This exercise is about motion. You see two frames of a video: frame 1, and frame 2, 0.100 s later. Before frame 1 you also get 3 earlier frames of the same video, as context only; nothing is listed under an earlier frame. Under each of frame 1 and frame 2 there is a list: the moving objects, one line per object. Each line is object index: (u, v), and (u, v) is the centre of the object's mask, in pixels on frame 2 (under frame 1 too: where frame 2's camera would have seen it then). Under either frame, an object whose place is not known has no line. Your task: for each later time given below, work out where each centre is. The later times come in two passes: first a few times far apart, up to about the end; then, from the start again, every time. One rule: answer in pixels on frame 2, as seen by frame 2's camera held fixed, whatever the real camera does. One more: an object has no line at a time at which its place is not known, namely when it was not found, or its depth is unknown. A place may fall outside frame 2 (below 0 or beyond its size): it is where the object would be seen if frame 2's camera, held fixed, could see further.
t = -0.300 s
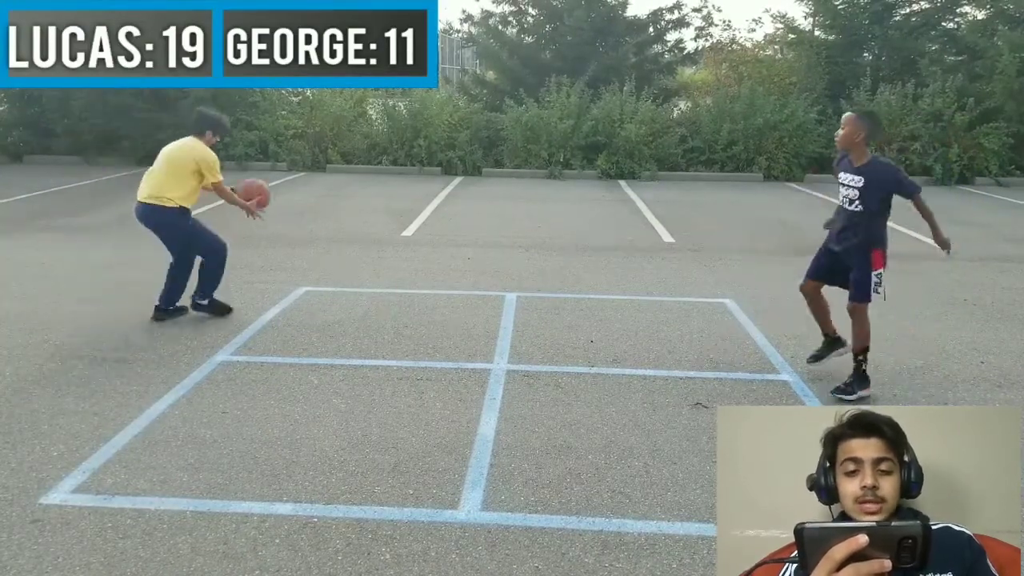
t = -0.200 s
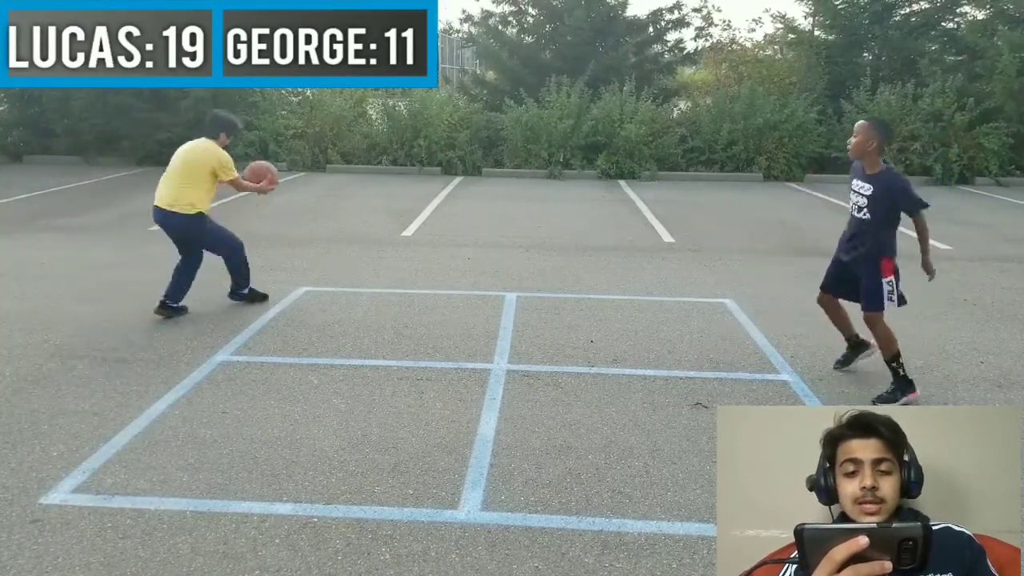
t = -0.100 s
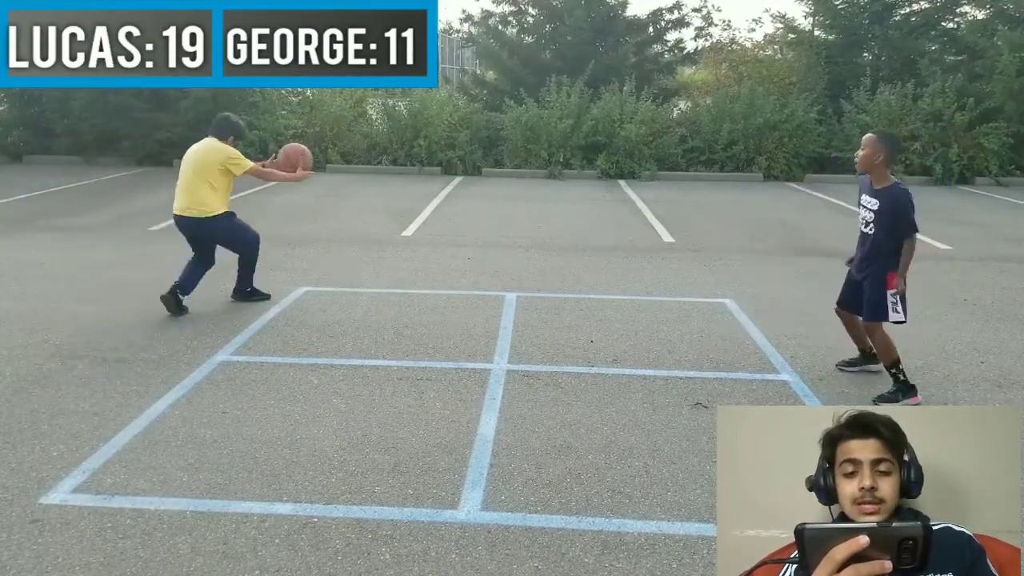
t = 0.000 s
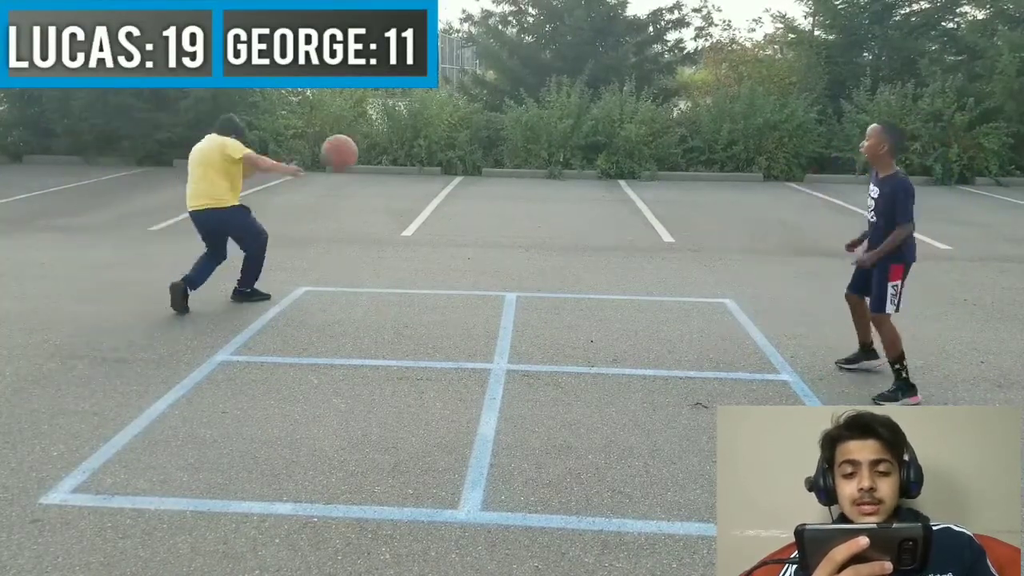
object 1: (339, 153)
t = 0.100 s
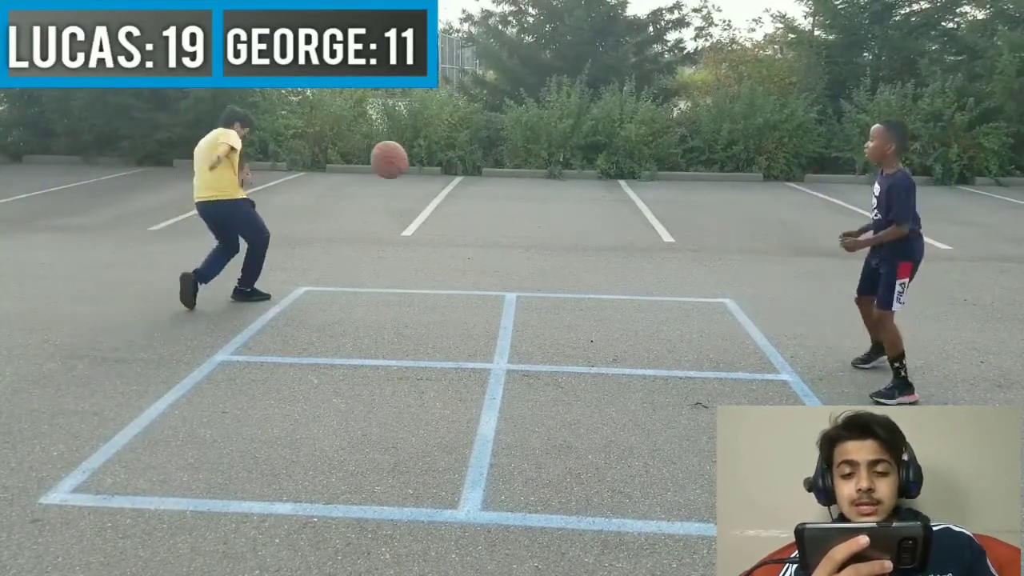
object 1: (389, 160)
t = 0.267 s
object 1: (482, 212)
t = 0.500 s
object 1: (627, 337)
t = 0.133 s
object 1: (407, 166)
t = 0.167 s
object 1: (424, 174)
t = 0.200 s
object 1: (443, 184)
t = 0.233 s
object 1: (462, 196)
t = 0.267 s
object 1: (482, 212)
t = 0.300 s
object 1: (502, 228)
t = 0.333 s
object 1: (523, 247)
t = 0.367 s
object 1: (545, 269)
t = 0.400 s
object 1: (567, 294)
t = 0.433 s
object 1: (590, 321)
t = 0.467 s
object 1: (613, 350)
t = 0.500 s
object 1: (627, 337)
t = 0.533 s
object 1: (642, 322)
